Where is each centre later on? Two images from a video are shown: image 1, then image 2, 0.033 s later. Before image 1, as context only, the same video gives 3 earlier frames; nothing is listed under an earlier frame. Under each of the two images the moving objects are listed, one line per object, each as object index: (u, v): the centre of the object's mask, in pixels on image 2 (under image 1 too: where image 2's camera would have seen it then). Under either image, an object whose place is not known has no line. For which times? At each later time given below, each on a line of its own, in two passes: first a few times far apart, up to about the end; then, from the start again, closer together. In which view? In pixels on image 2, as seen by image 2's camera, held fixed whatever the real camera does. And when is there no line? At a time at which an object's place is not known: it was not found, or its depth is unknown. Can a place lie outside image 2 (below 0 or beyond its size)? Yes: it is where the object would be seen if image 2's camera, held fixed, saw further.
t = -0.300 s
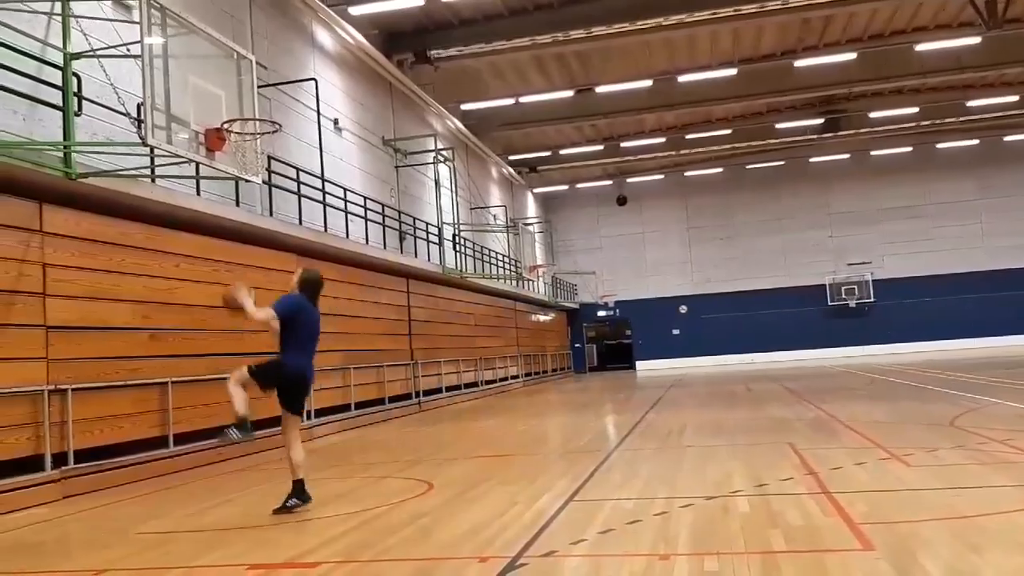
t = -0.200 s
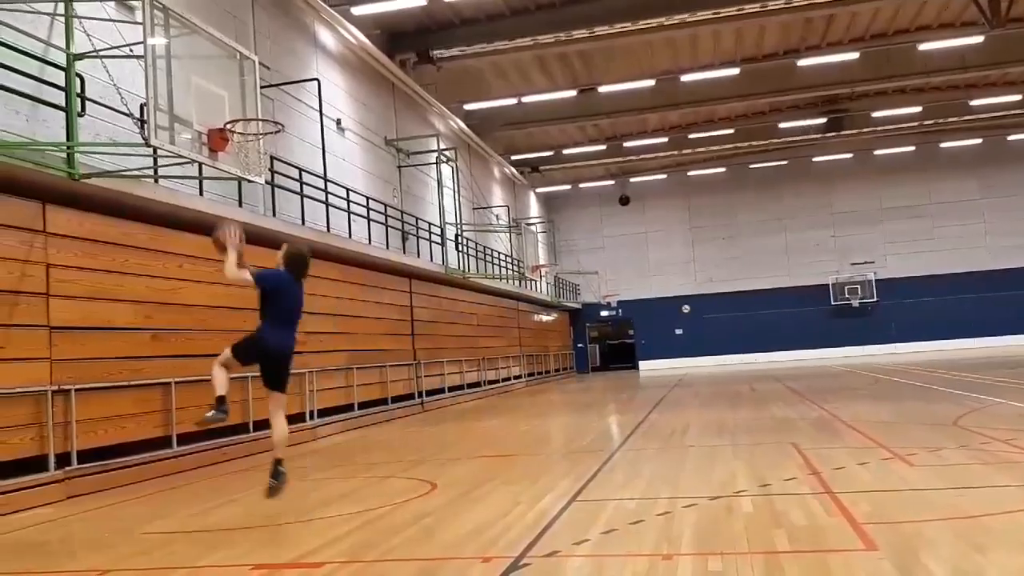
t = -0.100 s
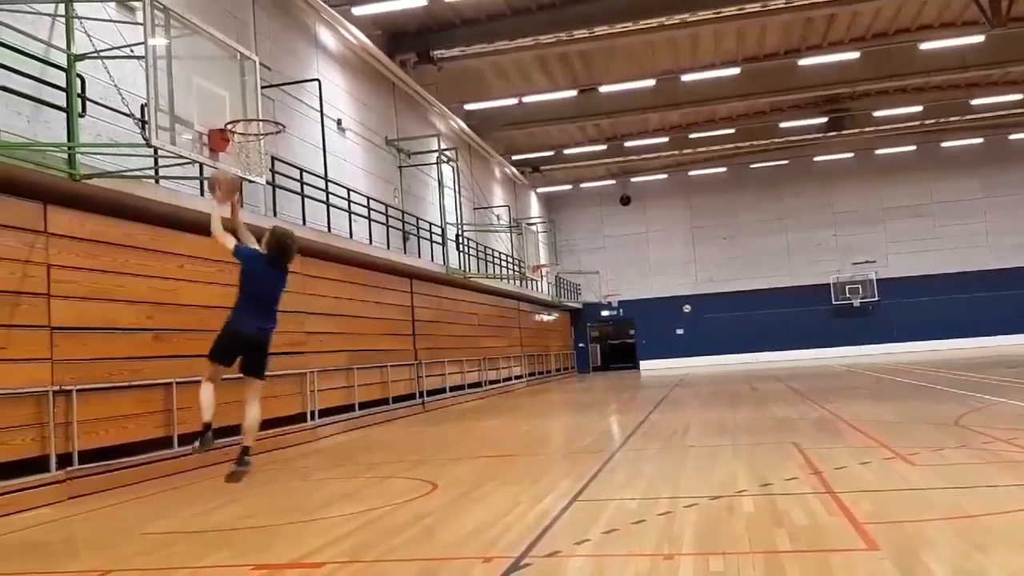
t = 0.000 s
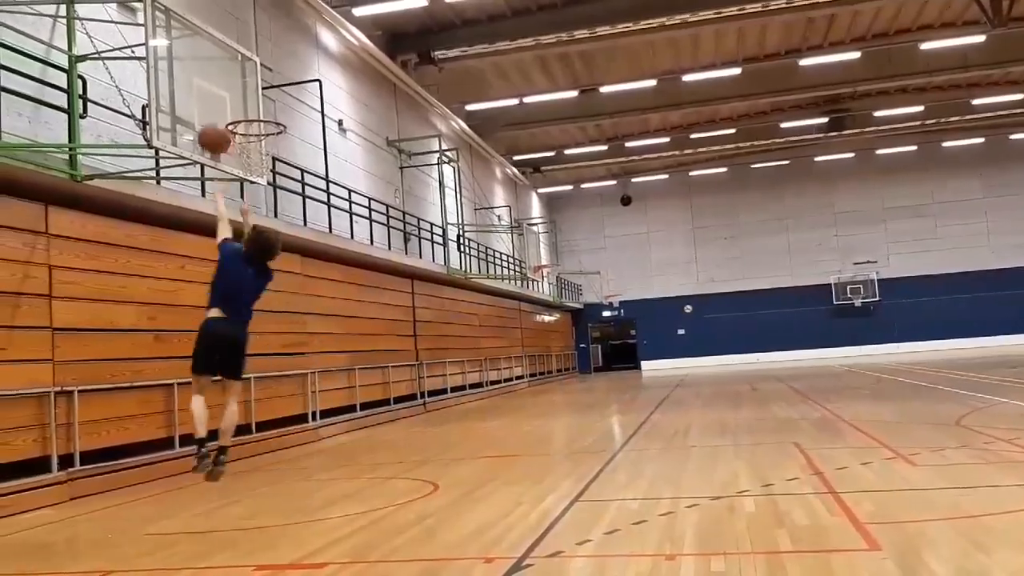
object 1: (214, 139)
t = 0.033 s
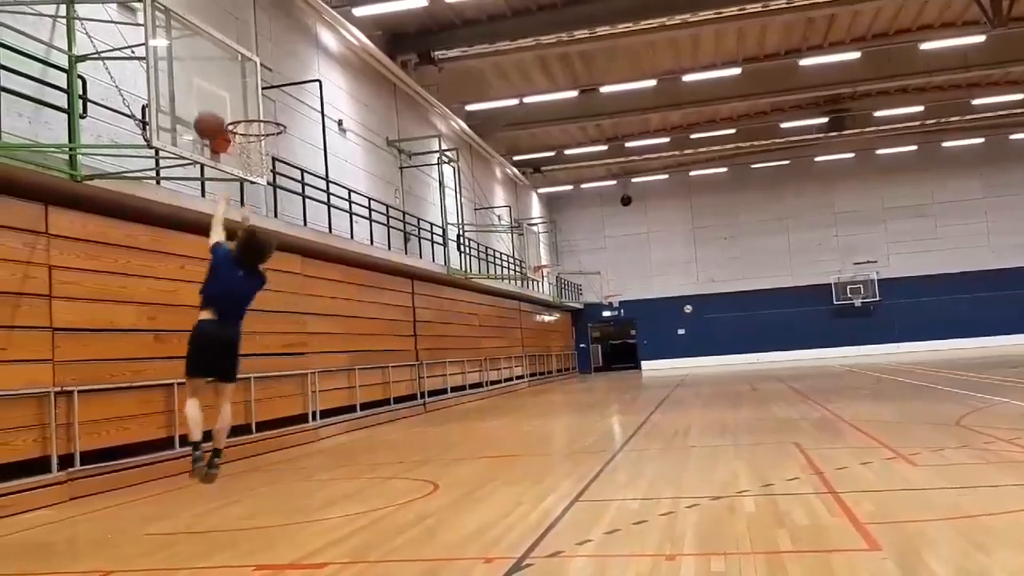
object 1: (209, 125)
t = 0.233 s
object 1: (220, 95)
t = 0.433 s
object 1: (248, 105)
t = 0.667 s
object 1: (266, 129)
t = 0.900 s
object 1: (262, 160)
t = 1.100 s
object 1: (247, 179)
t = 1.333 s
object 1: (235, 253)
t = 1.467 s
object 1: (230, 328)
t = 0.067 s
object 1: (206, 114)
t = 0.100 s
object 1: (202, 105)
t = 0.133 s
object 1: (204, 99)
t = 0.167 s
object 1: (209, 96)
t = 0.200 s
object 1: (215, 95)
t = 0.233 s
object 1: (220, 95)
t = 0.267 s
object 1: (225, 96)
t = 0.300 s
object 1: (230, 98)
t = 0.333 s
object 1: (236, 102)
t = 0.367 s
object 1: (242, 106)
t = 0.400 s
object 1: (245, 106)
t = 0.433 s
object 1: (248, 105)
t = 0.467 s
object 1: (251, 106)
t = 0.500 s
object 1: (254, 108)
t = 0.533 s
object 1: (256, 112)
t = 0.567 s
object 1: (258, 114)
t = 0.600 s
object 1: (261, 118)
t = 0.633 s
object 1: (263, 123)
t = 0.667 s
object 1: (266, 129)
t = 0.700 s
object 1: (268, 135)
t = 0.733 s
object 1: (270, 143)
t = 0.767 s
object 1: (270, 150)
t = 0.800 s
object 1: (269, 154)
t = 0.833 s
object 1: (267, 156)
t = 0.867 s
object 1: (265, 157)
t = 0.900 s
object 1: (262, 160)
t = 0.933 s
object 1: (259, 162)
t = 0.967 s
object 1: (256, 164)
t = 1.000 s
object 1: (253, 166)
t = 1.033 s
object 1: (251, 170)
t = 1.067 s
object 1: (248, 176)
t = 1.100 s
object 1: (247, 179)
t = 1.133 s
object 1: (245, 186)
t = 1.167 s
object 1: (243, 193)
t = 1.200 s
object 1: (241, 202)
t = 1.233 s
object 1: (240, 213)
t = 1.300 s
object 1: (237, 238)
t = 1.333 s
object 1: (235, 253)
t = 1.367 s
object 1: (234, 271)
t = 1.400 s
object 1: (232, 288)
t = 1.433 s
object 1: (231, 306)
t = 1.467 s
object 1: (230, 328)
